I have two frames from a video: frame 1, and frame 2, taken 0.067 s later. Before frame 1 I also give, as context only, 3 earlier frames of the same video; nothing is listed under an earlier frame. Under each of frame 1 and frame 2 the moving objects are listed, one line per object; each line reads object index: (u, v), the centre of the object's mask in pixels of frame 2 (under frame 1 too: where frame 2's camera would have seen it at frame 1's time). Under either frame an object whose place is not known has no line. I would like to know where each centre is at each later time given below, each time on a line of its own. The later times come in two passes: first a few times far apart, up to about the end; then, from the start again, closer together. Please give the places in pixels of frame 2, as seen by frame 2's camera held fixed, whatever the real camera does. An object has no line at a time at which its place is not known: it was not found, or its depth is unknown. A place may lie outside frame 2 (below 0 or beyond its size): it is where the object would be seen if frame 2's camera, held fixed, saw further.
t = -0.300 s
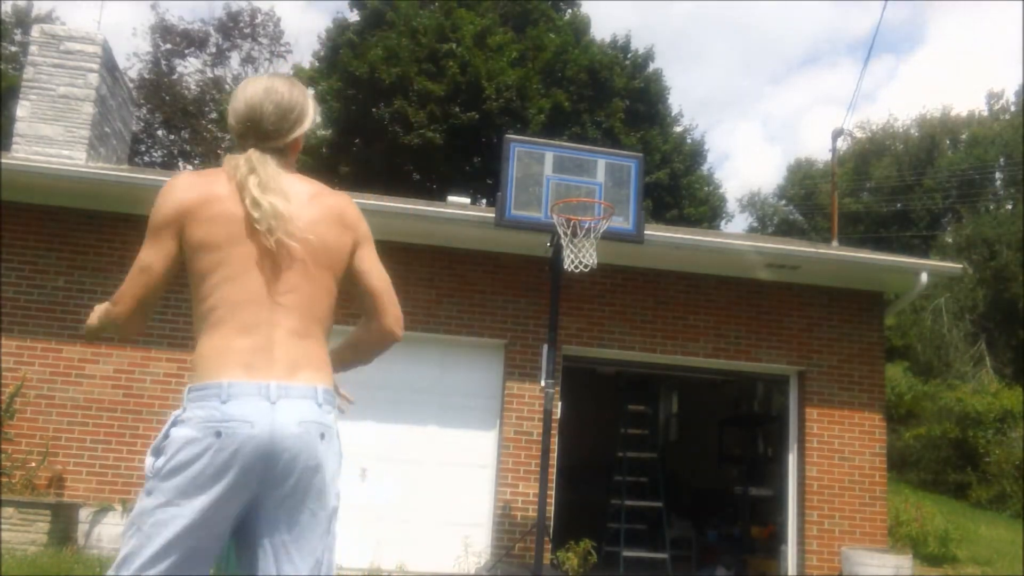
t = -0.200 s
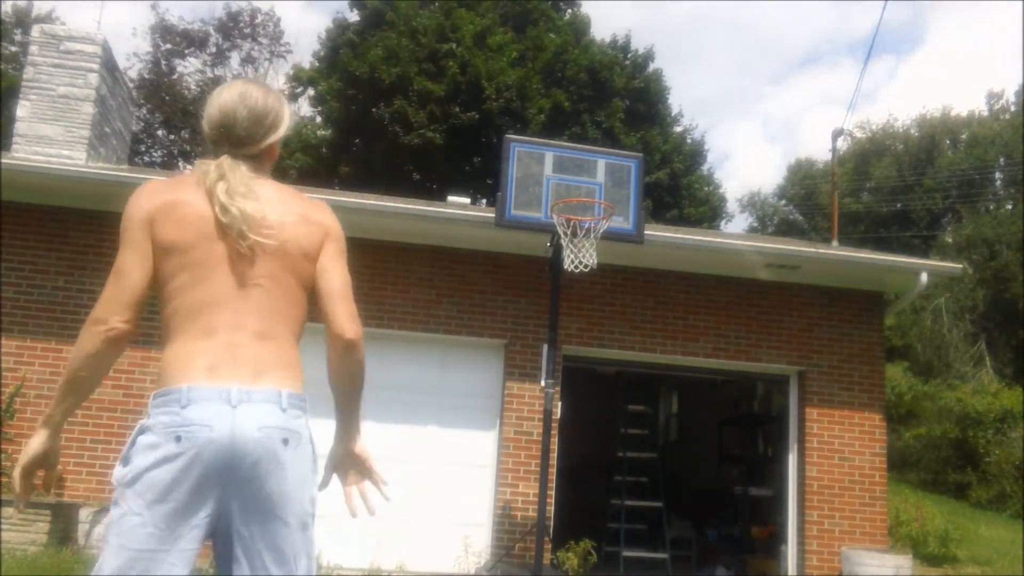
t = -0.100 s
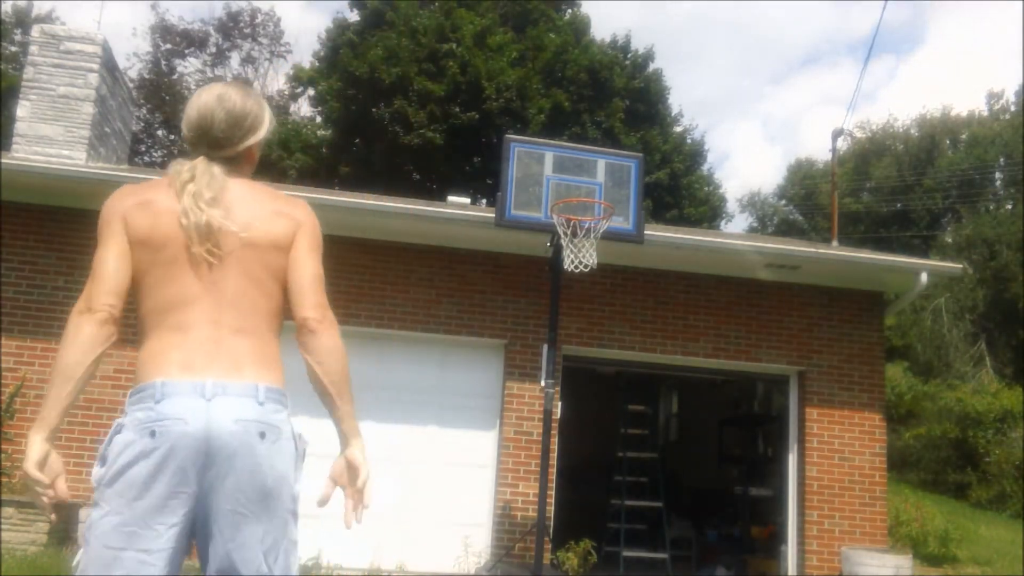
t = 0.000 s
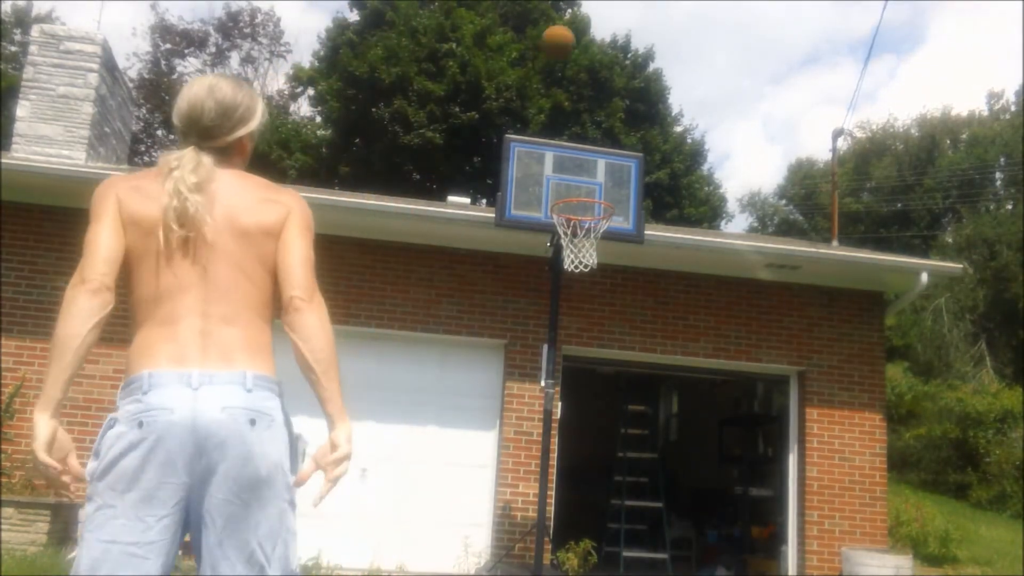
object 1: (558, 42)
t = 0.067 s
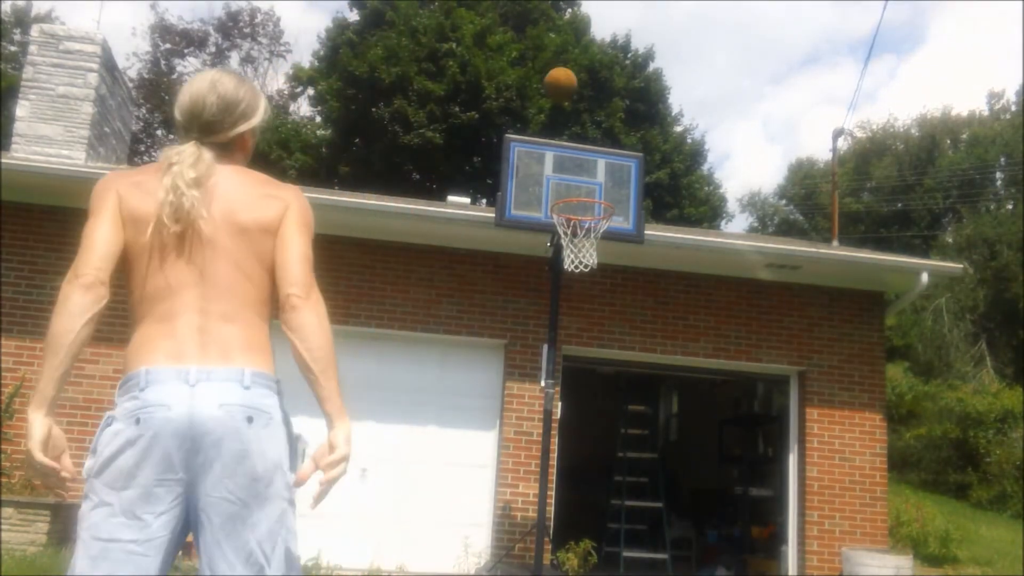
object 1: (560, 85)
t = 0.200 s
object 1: (564, 175)
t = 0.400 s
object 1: (597, 226)
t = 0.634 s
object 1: (587, 224)
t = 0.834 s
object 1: (570, 269)
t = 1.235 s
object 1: (536, 499)
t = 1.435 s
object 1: (532, 520)
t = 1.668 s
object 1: (523, 447)
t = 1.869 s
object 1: (514, 437)
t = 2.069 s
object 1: (498, 481)
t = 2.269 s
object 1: (480, 571)
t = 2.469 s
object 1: (488, 507)
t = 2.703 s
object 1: (491, 478)
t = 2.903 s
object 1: (492, 509)
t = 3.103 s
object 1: (490, 568)
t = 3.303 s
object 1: (492, 517)
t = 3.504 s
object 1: (493, 511)
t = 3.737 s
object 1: (487, 568)
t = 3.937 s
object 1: (487, 536)
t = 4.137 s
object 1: (484, 533)
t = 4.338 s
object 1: (478, 571)
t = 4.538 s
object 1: (477, 543)
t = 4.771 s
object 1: (472, 566)
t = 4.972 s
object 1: (471, 555)
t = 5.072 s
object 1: (470, 555)
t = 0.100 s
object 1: (561, 107)
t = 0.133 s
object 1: (563, 128)
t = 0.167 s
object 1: (564, 152)
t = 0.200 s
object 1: (564, 175)
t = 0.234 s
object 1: (565, 196)
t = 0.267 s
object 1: (571, 214)
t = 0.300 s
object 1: (580, 218)
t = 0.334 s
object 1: (589, 220)
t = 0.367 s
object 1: (595, 224)
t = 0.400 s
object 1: (597, 226)
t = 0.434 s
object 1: (598, 224)
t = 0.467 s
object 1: (596, 220)
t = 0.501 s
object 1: (596, 215)
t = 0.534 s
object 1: (589, 222)
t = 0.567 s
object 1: (592, 219)
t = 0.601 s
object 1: (590, 220)
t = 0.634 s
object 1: (587, 224)
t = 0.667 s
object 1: (580, 232)
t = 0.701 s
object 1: (580, 233)
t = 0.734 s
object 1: (575, 239)
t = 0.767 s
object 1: (573, 253)
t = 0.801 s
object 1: (572, 261)
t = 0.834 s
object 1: (570, 269)
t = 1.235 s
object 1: (536, 499)
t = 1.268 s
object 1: (533, 528)
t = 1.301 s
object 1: (531, 558)
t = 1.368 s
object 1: (530, 559)
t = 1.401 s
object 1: (531, 537)
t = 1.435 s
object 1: (532, 520)
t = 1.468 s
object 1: (531, 505)
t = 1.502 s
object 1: (530, 492)
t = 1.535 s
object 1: (529, 481)
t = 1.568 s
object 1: (527, 470)
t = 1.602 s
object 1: (526, 461)
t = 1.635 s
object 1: (525, 453)
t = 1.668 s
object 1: (523, 447)
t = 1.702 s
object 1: (521, 442)
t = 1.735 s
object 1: (520, 439)
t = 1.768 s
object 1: (518, 436)
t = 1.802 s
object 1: (517, 435)
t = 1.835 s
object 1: (516, 435)
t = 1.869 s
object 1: (514, 437)
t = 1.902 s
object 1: (511, 440)
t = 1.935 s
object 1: (509, 446)
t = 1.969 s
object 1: (506, 453)
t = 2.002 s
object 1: (505, 460)
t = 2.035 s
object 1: (502, 470)
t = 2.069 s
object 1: (498, 481)
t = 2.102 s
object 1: (496, 494)
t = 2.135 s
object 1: (493, 508)
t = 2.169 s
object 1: (489, 524)
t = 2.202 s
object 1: (487, 542)
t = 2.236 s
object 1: (483, 561)
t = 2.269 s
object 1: (480, 571)
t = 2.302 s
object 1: (480, 568)
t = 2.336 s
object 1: (481, 557)
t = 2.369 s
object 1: (483, 542)
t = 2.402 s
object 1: (484, 529)
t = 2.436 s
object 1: (485, 517)
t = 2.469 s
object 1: (488, 507)
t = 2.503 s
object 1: (488, 498)
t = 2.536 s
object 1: (489, 491)
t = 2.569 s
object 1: (489, 485)
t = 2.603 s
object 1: (490, 481)
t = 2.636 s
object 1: (490, 479)
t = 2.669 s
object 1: (491, 477)
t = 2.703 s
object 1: (491, 478)
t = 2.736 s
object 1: (492, 479)
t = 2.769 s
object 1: (492, 482)
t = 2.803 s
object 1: (492, 487)
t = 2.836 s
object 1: (492, 493)
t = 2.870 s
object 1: (492, 500)
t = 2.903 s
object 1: (492, 509)
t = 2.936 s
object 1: (492, 519)
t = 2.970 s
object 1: (491, 531)
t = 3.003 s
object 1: (491, 545)
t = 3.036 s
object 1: (490, 560)
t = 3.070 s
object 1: (489, 569)
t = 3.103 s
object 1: (490, 568)
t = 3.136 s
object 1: (490, 561)
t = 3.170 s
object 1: (491, 549)
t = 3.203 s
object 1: (491, 538)
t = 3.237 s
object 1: (492, 530)
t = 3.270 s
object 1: (492, 523)
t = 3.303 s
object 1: (492, 517)
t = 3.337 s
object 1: (493, 512)
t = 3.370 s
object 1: (493, 510)
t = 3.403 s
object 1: (493, 509)
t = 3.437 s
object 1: (493, 509)
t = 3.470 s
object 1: (493, 509)
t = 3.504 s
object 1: (493, 511)
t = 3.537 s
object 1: (493, 516)
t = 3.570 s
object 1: (491, 521)
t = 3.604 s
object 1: (490, 529)
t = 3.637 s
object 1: (489, 538)
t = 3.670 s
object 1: (489, 548)
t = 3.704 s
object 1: (487, 560)
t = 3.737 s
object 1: (487, 568)
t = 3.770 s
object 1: (487, 570)
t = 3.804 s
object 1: (487, 565)
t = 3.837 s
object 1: (486, 557)
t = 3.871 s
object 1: (487, 548)
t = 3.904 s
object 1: (487, 541)
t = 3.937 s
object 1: (487, 536)
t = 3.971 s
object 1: (486, 532)
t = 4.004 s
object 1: (486, 530)
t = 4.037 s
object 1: (486, 529)
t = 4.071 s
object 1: (485, 529)
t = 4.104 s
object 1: (485, 530)
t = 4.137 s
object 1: (484, 533)
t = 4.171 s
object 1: (483, 538)
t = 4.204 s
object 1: (482, 544)
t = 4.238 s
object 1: (481, 552)
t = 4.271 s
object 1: (480, 561)
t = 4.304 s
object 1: (479, 568)
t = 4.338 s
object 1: (478, 571)
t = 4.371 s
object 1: (479, 566)
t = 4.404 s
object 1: (478, 561)
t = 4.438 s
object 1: (478, 555)
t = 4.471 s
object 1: (478, 550)
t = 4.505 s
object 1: (478, 546)
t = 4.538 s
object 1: (477, 543)
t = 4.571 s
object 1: (477, 542)
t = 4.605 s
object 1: (477, 543)
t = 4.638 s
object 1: (476, 545)
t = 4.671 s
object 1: (475, 549)
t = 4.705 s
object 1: (474, 554)
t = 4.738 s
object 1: (473, 561)
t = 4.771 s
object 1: (472, 566)
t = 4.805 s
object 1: (471, 571)
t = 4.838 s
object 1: (470, 570)
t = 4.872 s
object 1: (471, 566)
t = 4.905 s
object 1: (471, 563)
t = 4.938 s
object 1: (471, 559)
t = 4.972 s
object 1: (471, 555)
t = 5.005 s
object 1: (471, 554)
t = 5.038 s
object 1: (470, 554)
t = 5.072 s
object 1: (470, 555)
